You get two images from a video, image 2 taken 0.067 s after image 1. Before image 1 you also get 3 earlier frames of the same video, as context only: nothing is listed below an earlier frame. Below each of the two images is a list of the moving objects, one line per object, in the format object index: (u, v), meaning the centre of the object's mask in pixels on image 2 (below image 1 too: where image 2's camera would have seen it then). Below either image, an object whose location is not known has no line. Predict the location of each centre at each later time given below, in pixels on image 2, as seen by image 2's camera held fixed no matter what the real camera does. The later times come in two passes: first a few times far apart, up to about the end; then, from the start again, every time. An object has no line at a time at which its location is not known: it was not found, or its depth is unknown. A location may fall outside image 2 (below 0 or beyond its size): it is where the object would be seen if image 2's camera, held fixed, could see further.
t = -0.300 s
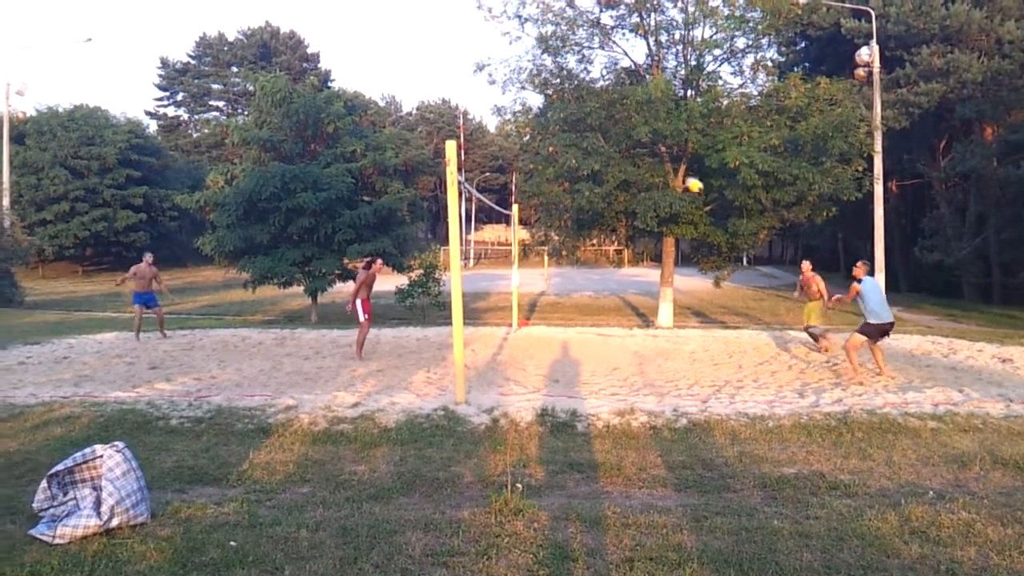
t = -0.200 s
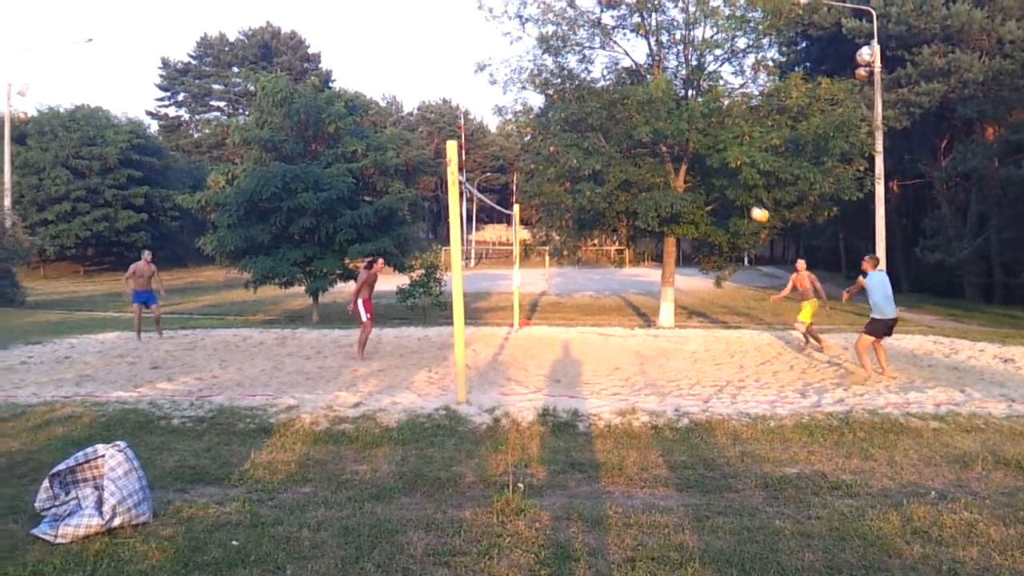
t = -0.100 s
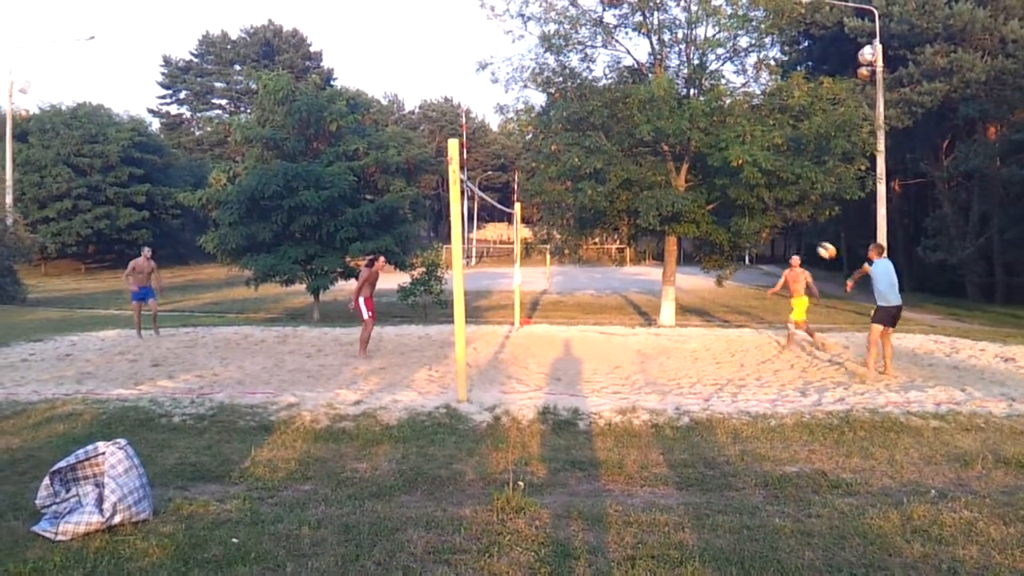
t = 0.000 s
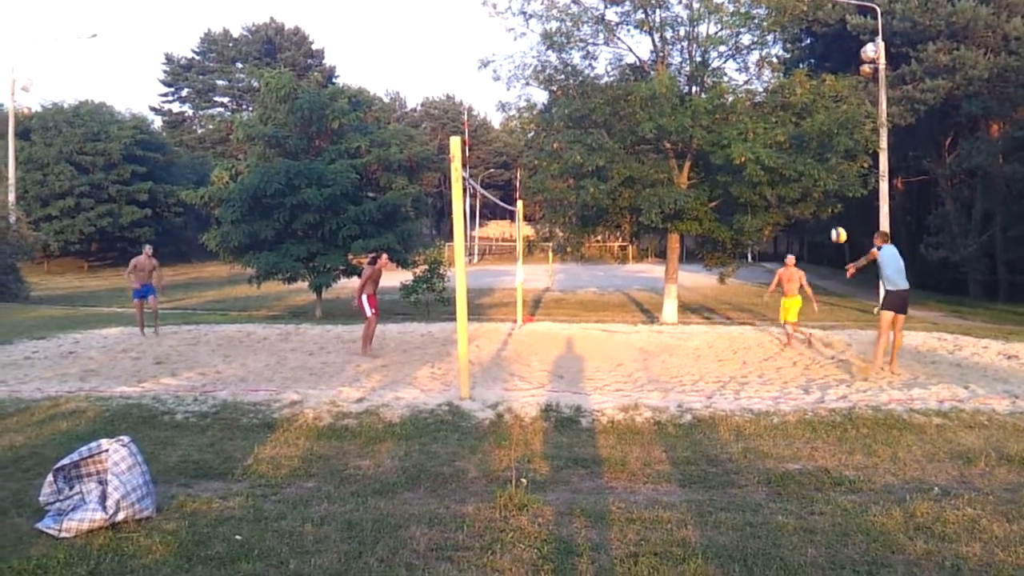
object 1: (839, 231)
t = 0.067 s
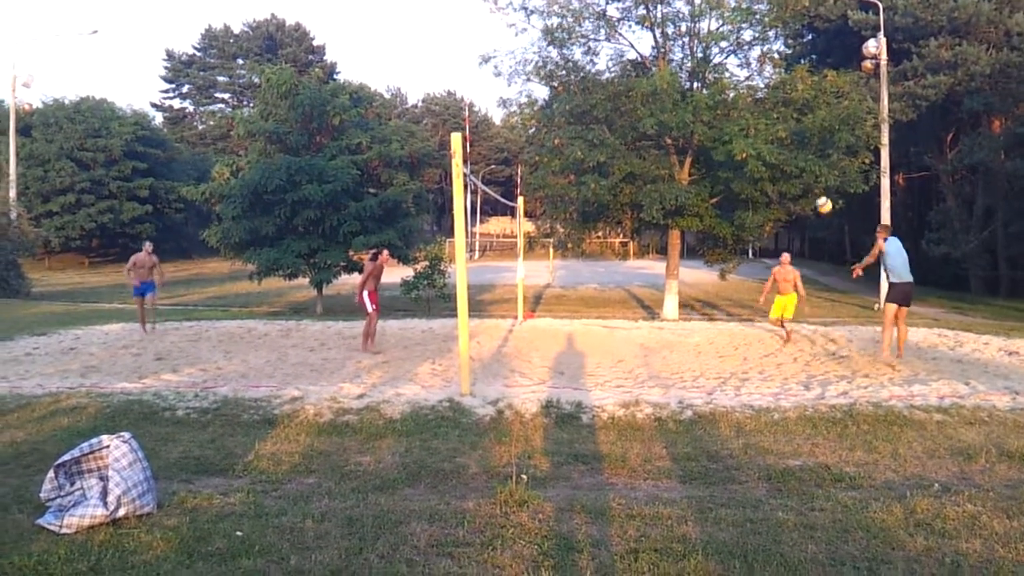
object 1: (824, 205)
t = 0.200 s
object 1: (793, 162)
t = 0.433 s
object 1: (740, 114)
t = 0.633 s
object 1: (699, 104)
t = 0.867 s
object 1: (653, 124)
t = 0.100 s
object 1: (816, 192)
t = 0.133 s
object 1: (808, 182)
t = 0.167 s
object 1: (800, 171)
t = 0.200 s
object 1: (793, 162)
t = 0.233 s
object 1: (785, 152)
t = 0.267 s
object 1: (777, 144)
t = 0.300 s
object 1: (770, 137)
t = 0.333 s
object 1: (762, 130)
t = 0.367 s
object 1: (755, 125)
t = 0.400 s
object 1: (747, 119)
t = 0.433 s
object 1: (740, 114)
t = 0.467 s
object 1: (733, 111)
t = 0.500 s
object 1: (726, 108)
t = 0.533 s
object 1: (719, 106)
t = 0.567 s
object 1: (713, 104)
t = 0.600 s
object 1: (706, 104)
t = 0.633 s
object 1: (699, 104)
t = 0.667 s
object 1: (692, 105)
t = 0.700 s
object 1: (686, 106)
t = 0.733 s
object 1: (679, 109)
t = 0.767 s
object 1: (672, 111)
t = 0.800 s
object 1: (666, 114)
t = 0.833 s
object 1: (659, 119)
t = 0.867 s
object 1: (653, 124)
